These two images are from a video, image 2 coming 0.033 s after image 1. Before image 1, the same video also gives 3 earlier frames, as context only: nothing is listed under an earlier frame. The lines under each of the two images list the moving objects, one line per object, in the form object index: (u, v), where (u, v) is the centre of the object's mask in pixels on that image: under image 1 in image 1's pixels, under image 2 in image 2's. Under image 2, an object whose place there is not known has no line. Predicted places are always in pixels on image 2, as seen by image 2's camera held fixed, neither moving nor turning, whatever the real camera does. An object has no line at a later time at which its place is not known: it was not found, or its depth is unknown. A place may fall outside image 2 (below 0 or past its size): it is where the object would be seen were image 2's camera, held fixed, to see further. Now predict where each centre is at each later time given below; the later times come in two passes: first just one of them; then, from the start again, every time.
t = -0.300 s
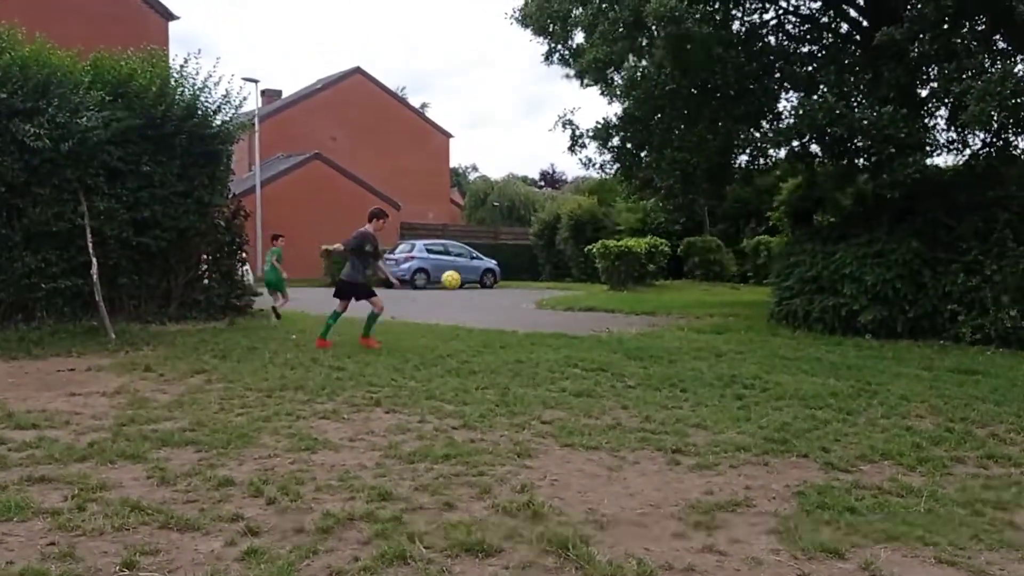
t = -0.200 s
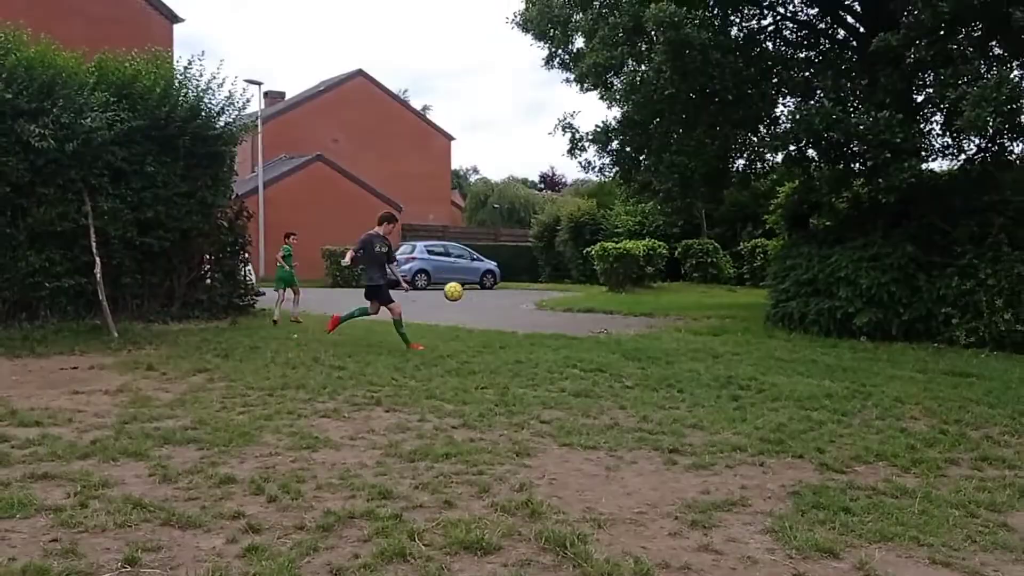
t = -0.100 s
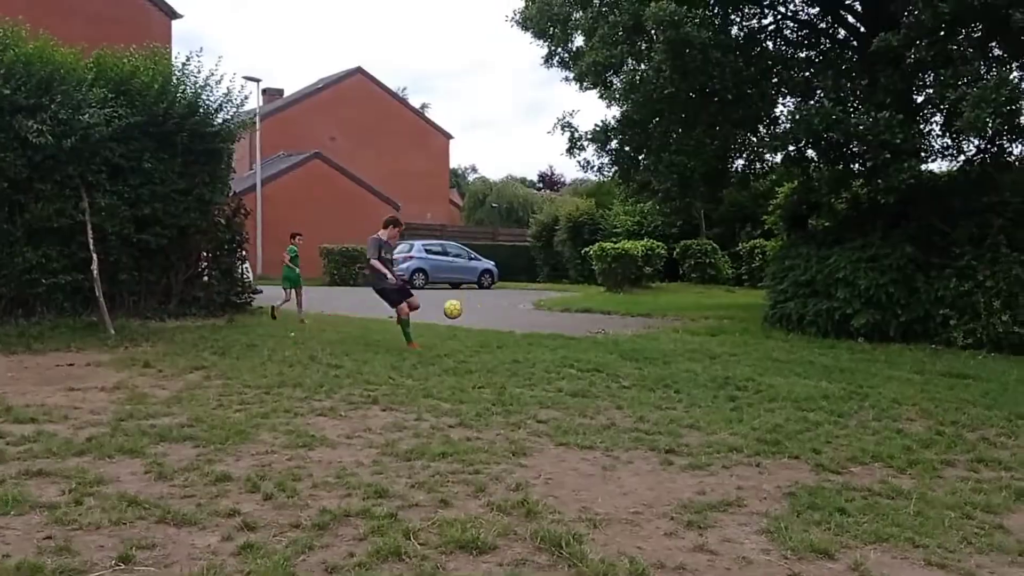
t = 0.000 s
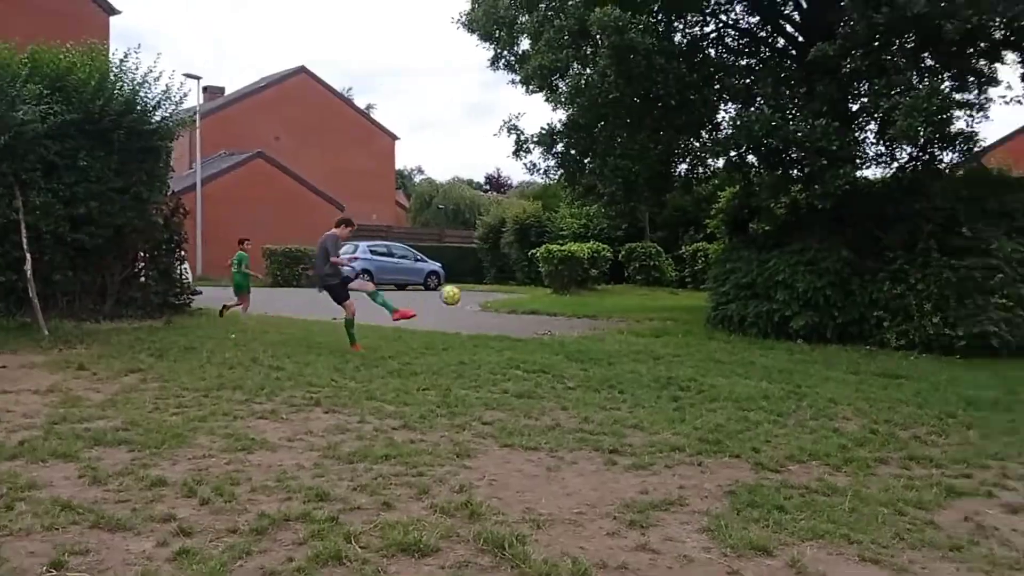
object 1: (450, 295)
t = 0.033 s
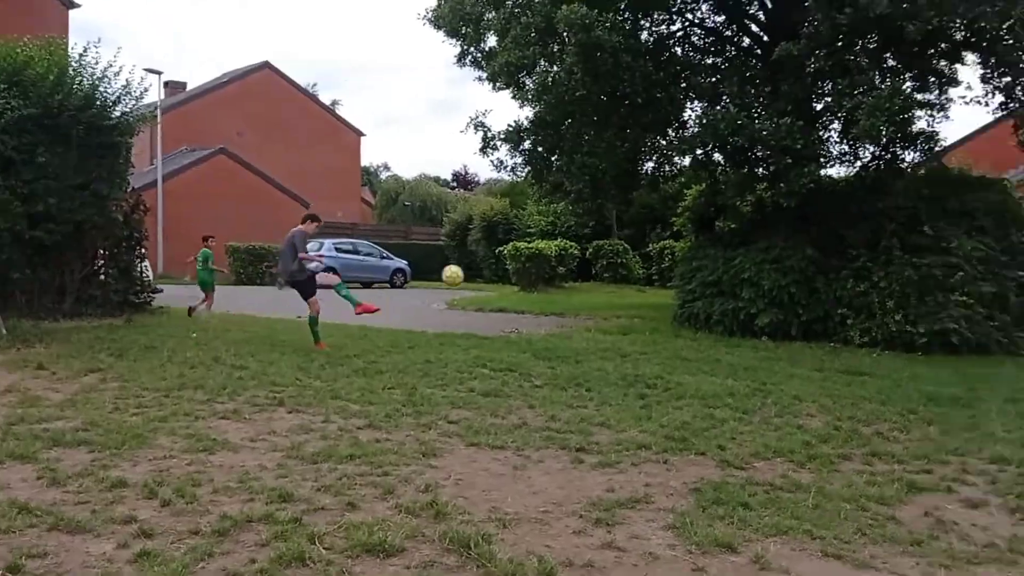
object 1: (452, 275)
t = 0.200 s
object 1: (687, 189)
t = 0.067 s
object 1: (491, 259)
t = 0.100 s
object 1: (533, 242)
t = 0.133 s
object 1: (579, 224)
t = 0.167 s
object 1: (631, 207)
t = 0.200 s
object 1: (687, 189)
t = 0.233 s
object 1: (750, 172)
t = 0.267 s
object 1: (819, 155)
